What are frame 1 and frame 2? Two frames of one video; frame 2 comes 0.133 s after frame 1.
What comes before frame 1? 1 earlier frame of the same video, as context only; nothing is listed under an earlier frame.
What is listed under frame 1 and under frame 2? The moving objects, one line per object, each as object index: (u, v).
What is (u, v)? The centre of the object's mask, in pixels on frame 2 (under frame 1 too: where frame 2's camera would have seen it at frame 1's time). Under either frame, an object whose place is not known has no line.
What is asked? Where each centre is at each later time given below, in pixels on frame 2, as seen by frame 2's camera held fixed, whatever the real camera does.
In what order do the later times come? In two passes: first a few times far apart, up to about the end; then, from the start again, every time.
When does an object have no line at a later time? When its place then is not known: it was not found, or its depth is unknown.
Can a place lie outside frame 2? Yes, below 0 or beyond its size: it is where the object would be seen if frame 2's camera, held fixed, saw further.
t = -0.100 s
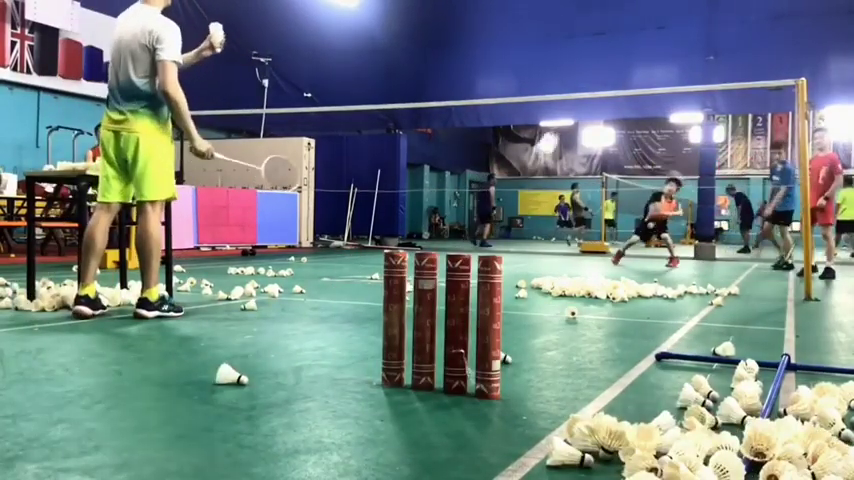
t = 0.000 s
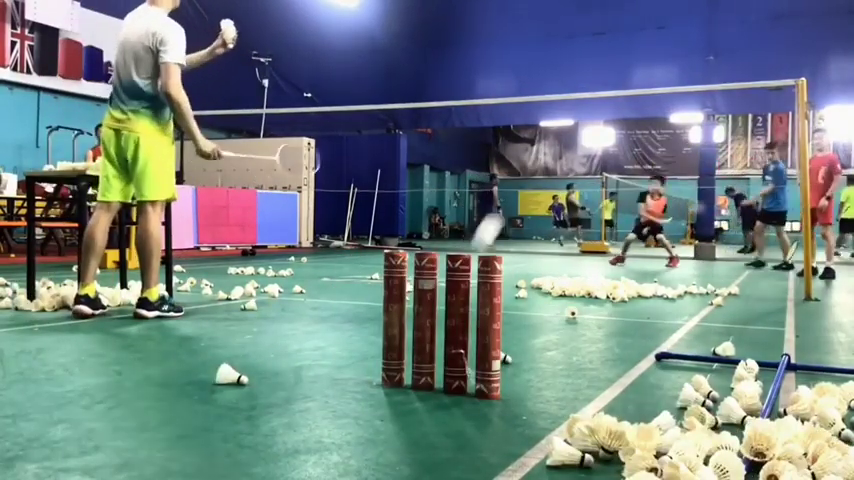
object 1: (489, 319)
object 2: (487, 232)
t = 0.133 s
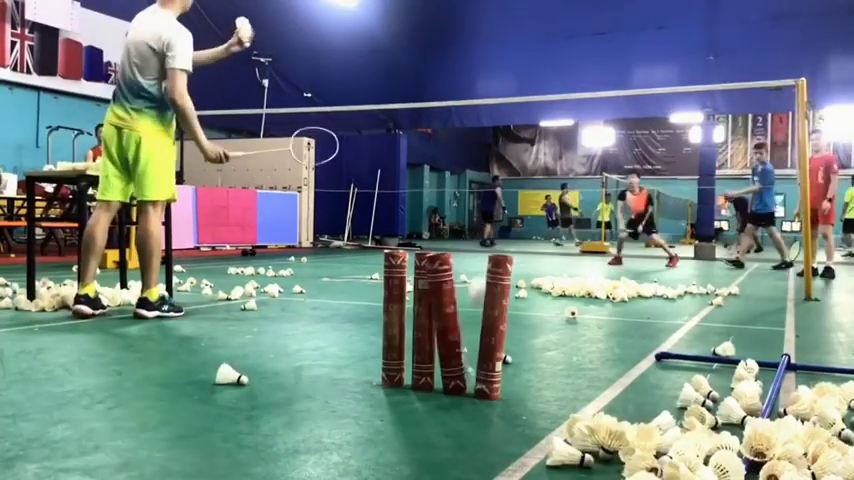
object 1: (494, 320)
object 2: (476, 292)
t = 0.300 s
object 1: (500, 320)
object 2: (460, 369)
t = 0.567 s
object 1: (524, 334)
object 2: (448, 391)
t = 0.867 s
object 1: (545, 369)
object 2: (429, 394)
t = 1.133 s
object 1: (552, 386)
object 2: (420, 393)
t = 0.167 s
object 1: (495, 319)
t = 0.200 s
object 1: (497, 319)
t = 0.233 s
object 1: (498, 319)
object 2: (469, 359)
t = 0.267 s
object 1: (499, 319)
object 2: (467, 377)
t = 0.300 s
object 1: (500, 320)
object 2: (460, 369)
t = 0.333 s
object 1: (502, 320)
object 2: (456, 369)
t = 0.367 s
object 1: (504, 320)
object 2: (453, 374)
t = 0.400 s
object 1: (506, 321)
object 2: (454, 380)
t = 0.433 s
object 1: (508, 321)
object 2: (455, 388)
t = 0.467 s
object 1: (511, 323)
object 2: (454, 388)
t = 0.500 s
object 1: (515, 326)
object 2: (453, 388)
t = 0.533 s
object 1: (519, 329)
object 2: (451, 389)
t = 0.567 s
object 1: (524, 334)
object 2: (448, 391)
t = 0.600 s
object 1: (530, 341)
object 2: (446, 391)
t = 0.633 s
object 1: (538, 349)
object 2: (443, 391)
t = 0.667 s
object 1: (544, 362)
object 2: (441, 391)
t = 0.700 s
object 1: (551, 376)
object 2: (439, 392)
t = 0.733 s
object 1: (547, 397)
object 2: (438, 392)
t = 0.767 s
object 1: (550, 388)
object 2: (435, 394)
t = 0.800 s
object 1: (550, 378)
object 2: (432, 392)
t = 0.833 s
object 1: (547, 372)
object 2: (431, 392)
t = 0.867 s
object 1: (545, 369)
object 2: (429, 394)
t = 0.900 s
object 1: (546, 368)
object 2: (428, 394)
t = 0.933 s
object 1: (546, 370)
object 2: (427, 394)
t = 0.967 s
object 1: (548, 373)
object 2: (425, 394)
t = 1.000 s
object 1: (550, 381)
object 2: (424, 394)
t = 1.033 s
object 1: (554, 392)
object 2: (423, 395)
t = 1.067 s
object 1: (552, 396)
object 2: (421, 394)
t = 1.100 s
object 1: (553, 390)
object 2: (421, 394)
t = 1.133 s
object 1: (552, 386)
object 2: (420, 393)
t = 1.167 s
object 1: (552, 385)
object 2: (420, 394)
